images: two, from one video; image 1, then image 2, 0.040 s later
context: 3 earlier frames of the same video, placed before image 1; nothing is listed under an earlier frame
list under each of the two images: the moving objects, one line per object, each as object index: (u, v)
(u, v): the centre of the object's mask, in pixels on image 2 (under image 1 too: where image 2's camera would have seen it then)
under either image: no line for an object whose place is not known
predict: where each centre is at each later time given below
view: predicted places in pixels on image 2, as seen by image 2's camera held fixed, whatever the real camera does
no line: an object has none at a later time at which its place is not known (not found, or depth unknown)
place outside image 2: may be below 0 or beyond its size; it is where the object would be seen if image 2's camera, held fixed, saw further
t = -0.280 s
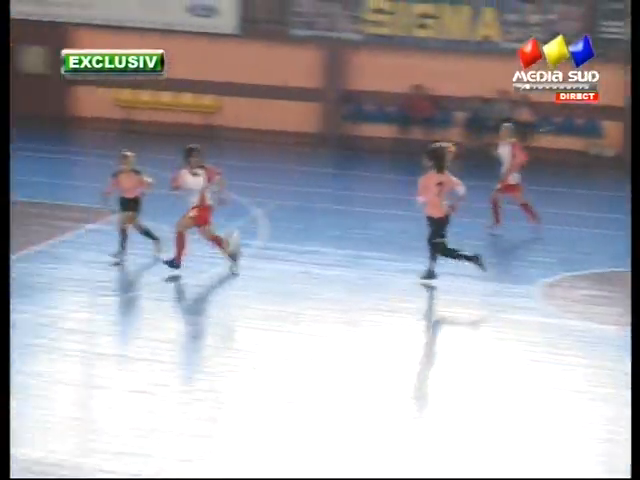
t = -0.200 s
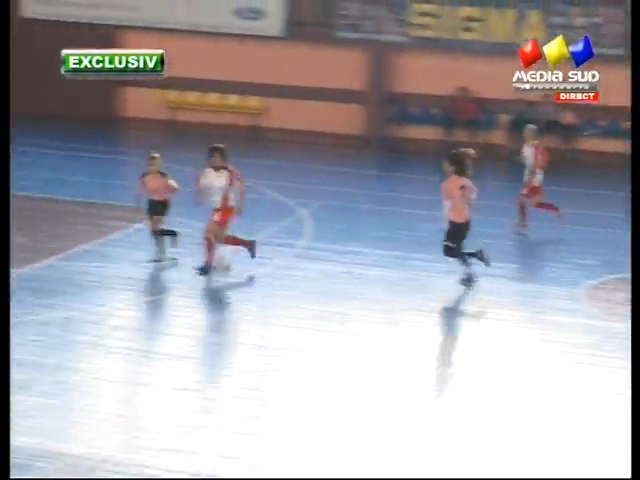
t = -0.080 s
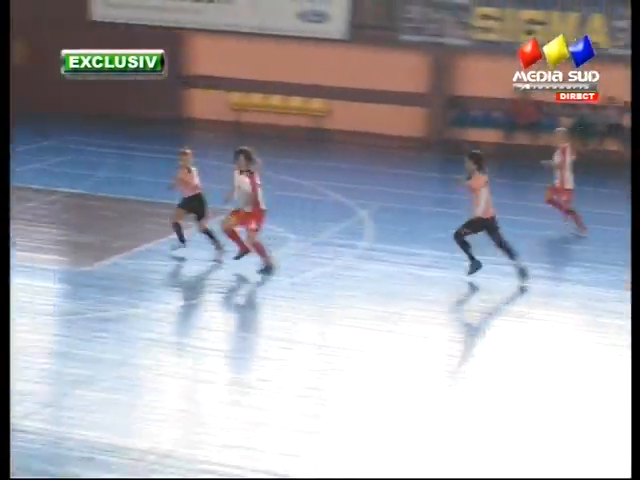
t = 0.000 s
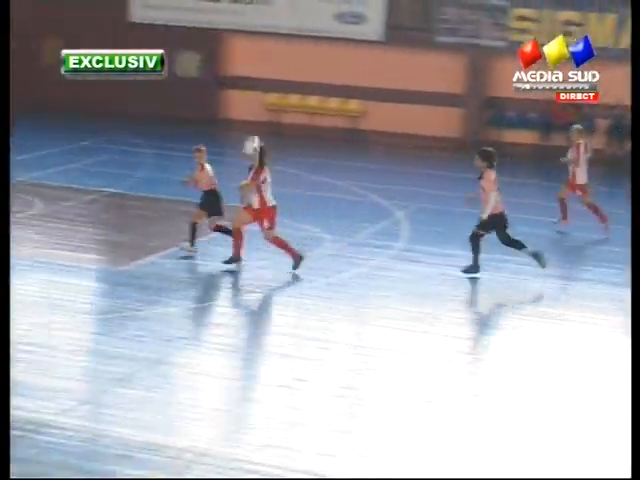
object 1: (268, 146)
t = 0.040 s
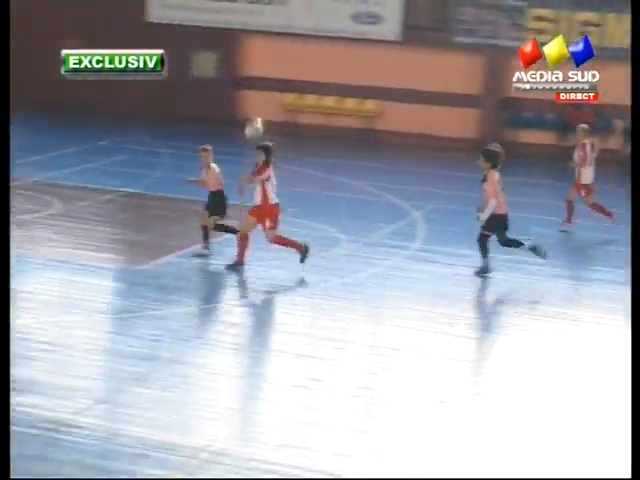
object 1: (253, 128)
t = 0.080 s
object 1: (240, 111)
